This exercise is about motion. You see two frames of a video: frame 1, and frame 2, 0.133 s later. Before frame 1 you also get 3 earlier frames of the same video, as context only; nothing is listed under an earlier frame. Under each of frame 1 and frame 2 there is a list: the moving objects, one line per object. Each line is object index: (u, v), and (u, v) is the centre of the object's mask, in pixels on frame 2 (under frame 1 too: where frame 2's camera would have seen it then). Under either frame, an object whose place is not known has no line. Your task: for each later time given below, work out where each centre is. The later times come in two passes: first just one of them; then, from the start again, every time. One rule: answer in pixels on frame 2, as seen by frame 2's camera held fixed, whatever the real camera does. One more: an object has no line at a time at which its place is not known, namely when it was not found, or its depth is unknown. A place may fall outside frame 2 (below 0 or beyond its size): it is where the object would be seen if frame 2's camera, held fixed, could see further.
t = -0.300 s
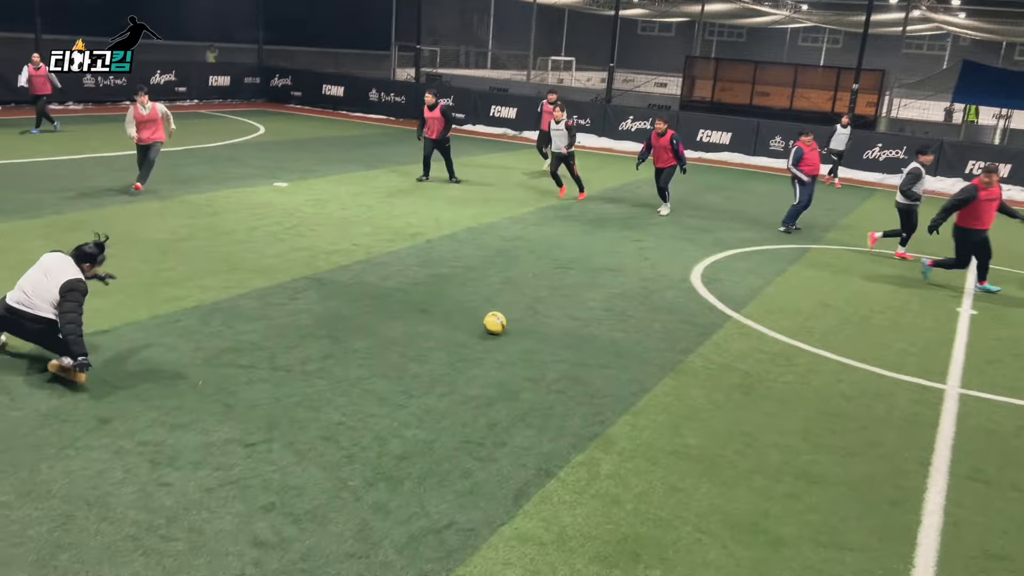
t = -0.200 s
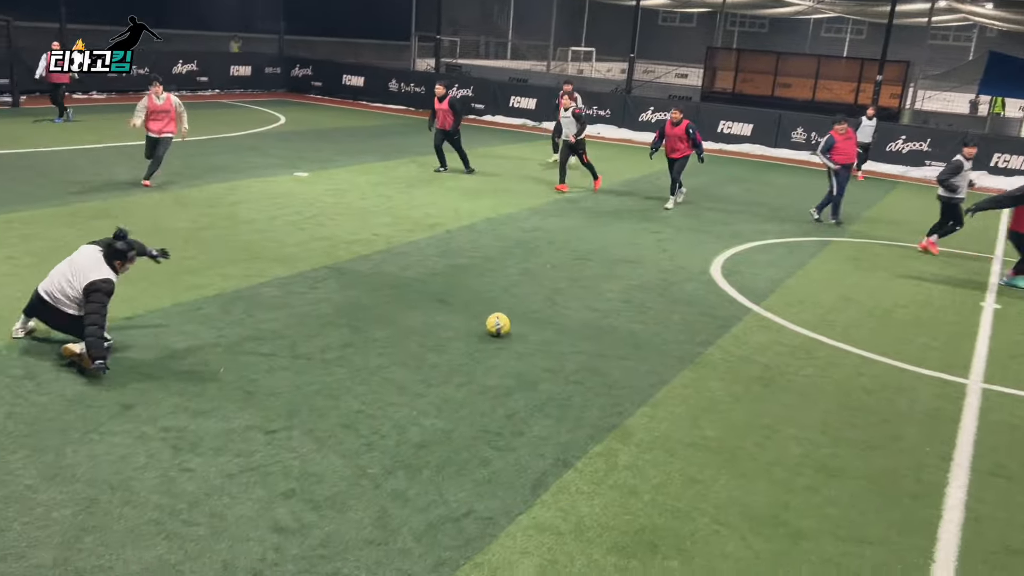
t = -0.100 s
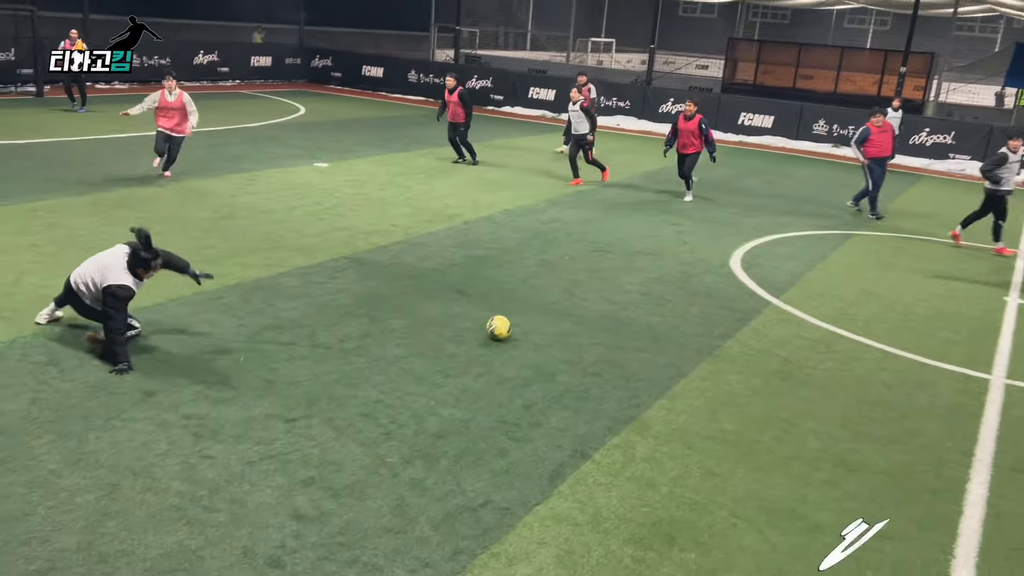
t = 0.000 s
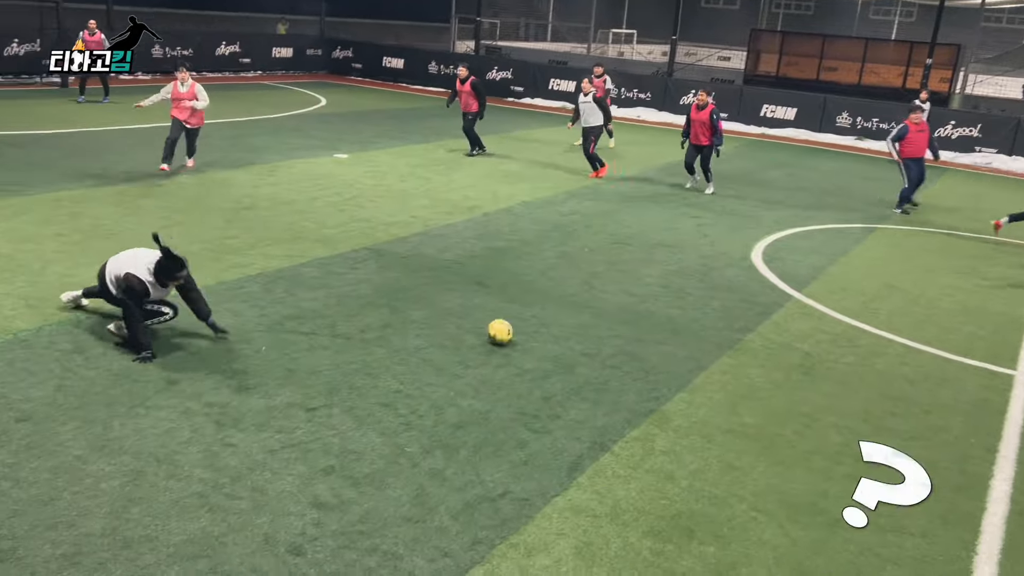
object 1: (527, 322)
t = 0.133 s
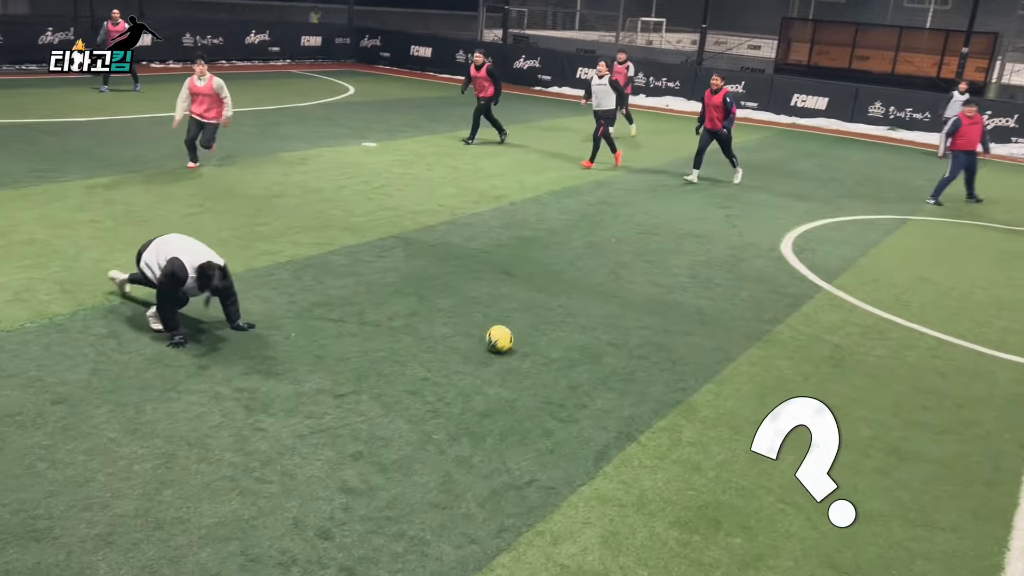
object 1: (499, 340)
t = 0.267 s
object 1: (469, 360)
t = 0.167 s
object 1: (492, 345)
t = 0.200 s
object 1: (485, 350)
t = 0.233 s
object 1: (477, 355)
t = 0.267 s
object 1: (469, 360)
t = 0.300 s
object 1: (461, 366)
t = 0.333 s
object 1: (453, 371)
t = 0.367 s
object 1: (444, 377)
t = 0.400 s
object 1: (436, 383)
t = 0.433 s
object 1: (427, 389)
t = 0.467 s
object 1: (417, 395)
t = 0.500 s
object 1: (408, 401)
